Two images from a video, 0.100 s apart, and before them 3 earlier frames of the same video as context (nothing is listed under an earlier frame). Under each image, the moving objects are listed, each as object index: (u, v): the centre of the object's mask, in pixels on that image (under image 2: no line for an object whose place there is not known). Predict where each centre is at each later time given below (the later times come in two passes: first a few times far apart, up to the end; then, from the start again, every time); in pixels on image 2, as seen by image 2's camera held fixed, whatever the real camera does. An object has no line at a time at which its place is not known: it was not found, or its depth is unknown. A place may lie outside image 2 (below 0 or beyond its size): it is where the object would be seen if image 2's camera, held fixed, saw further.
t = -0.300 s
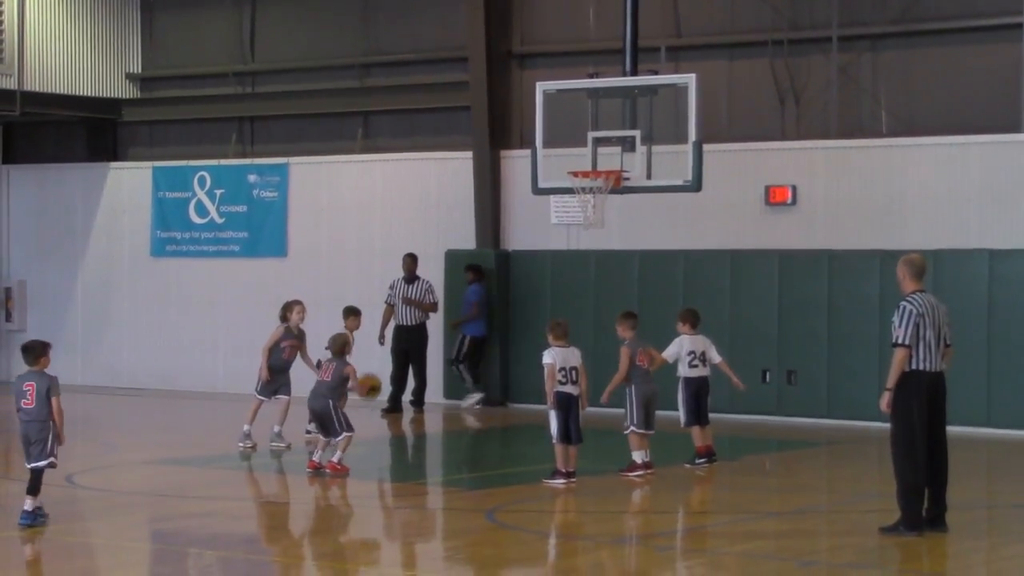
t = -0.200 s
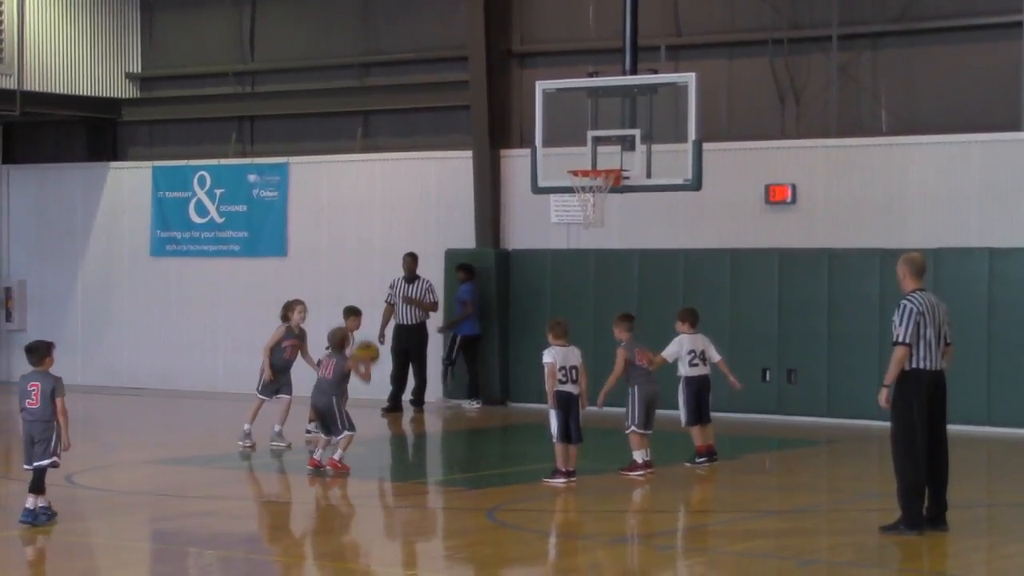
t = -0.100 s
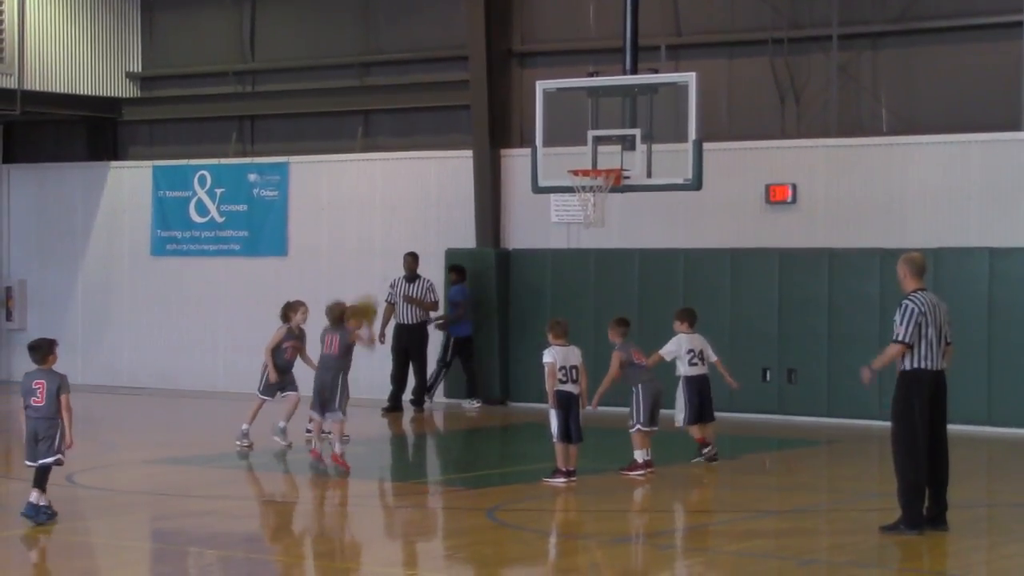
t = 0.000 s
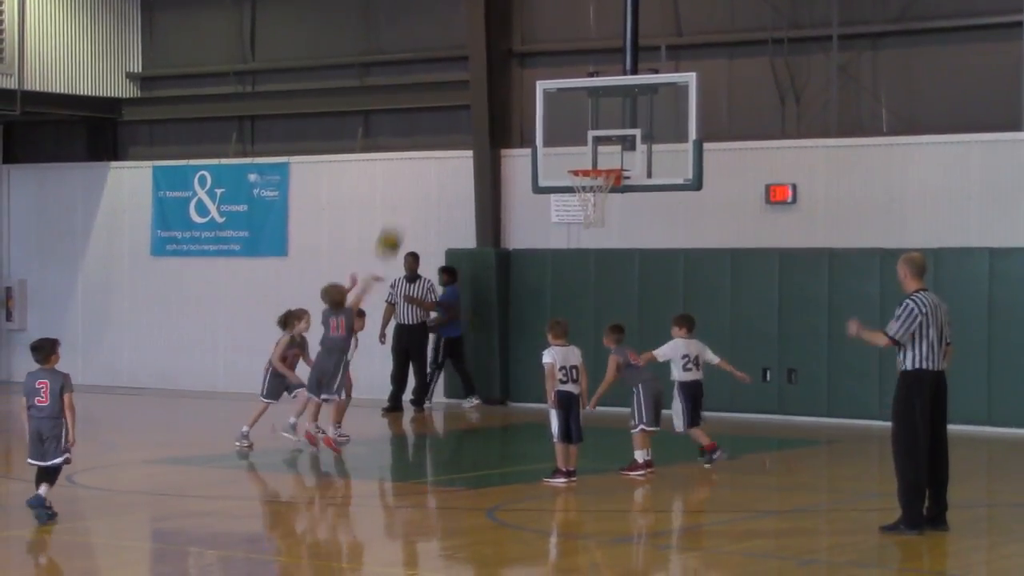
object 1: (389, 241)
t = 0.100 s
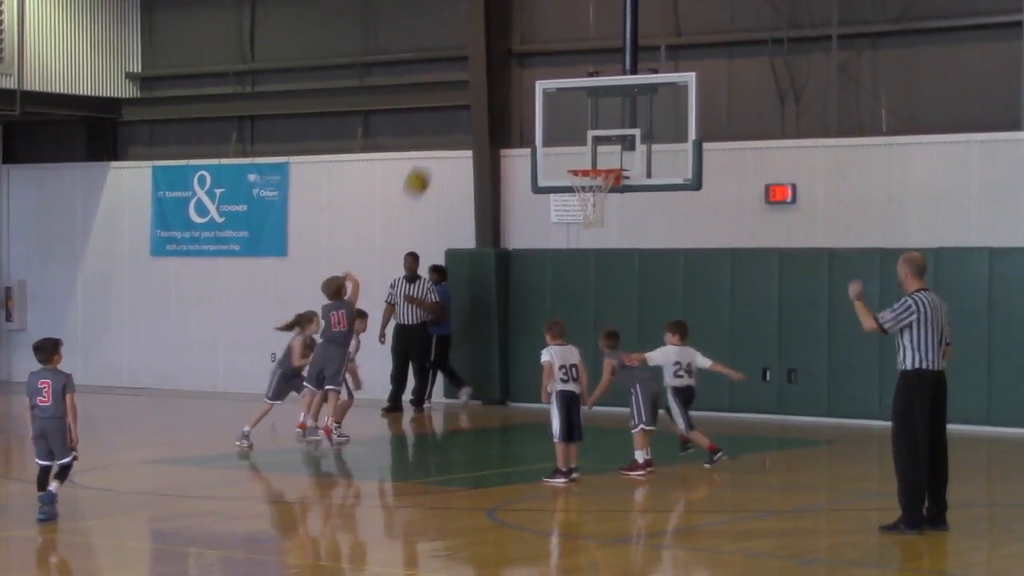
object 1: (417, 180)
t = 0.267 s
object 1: (462, 106)
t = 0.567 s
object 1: (538, 55)
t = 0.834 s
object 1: (601, 92)
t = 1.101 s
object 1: (635, 186)
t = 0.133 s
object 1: (427, 163)
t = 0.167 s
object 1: (436, 146)
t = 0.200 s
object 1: (445, 132)
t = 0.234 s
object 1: (453, 118)
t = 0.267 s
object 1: (462, 106)
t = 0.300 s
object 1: (470, 97)
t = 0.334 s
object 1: (479, 88)
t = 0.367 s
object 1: (488, 78)
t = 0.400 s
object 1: (496, 72)
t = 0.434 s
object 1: (504, 67)
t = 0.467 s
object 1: (513, 60)
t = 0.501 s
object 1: (521, 59)
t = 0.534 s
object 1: (529, 56)
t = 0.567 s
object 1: (538, 55)
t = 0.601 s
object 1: (546, 56)
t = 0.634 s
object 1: (554, 58)
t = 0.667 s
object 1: (562, 61)
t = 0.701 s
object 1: (570, 65)
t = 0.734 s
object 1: (578, 69)
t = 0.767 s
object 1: (585, 76)
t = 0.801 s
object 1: (593, 82)
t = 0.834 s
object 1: (601, 92)
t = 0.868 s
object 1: (607, 102)
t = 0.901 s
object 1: (616, 112)
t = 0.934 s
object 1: (623, 123)
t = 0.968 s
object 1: (630, 137)
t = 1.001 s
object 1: (636, 149)
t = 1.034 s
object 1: (643, 164)
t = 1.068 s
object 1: (640, 175)
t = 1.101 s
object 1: (635, 186)
